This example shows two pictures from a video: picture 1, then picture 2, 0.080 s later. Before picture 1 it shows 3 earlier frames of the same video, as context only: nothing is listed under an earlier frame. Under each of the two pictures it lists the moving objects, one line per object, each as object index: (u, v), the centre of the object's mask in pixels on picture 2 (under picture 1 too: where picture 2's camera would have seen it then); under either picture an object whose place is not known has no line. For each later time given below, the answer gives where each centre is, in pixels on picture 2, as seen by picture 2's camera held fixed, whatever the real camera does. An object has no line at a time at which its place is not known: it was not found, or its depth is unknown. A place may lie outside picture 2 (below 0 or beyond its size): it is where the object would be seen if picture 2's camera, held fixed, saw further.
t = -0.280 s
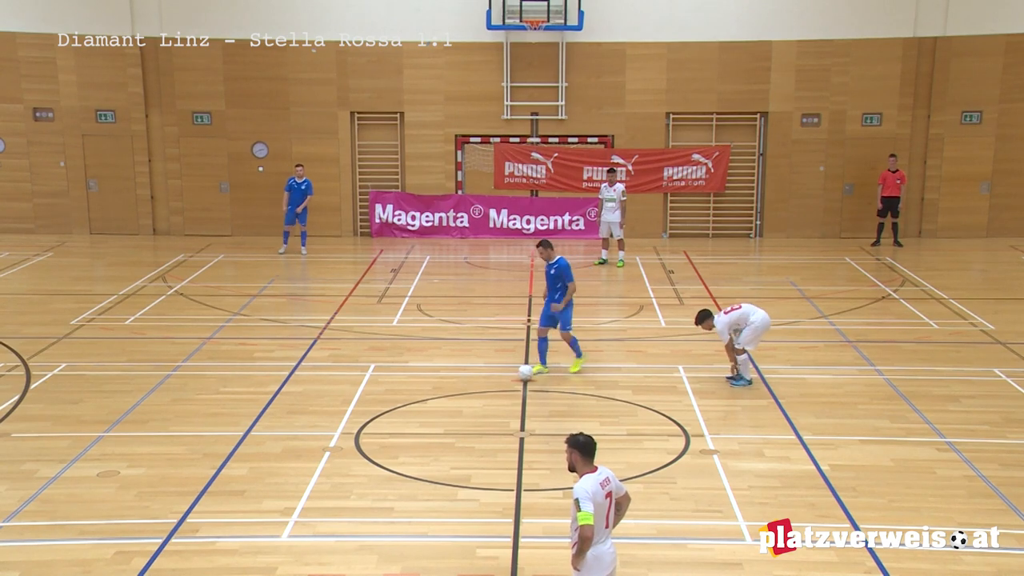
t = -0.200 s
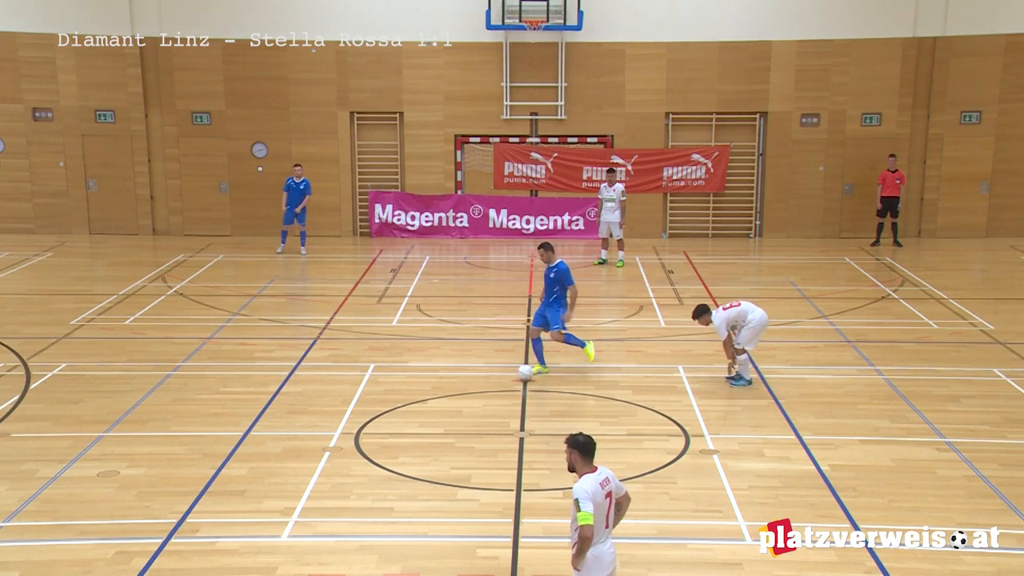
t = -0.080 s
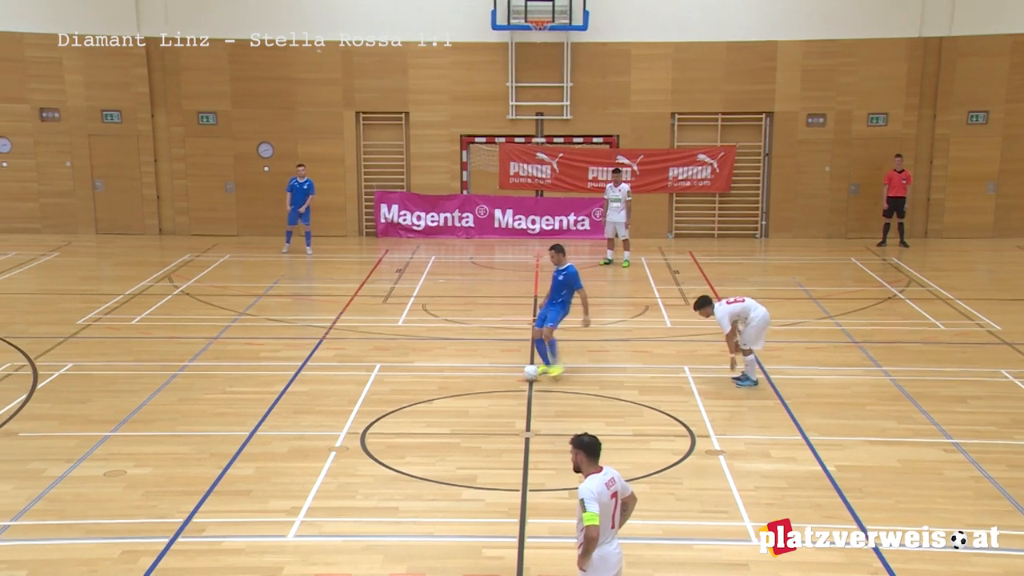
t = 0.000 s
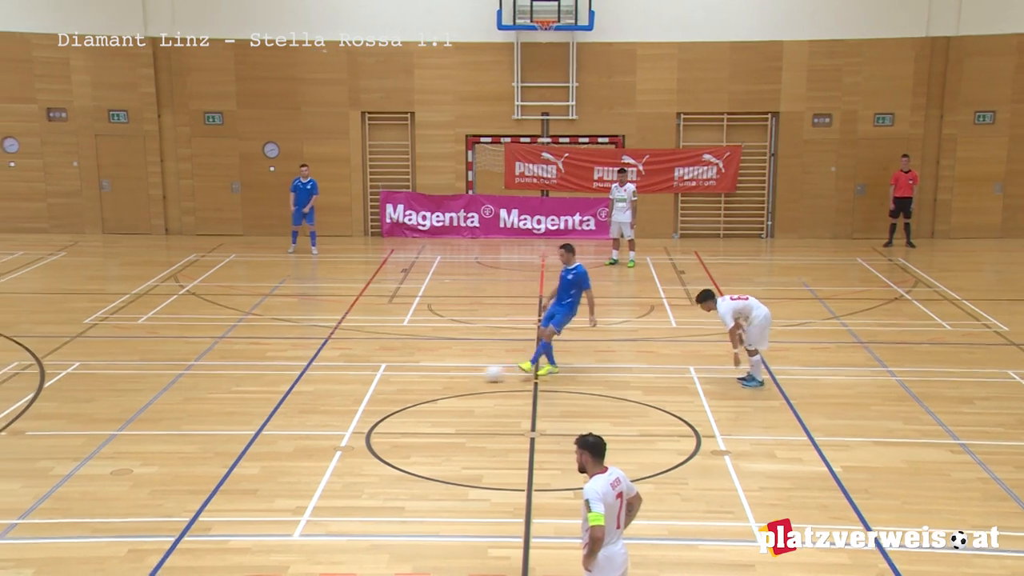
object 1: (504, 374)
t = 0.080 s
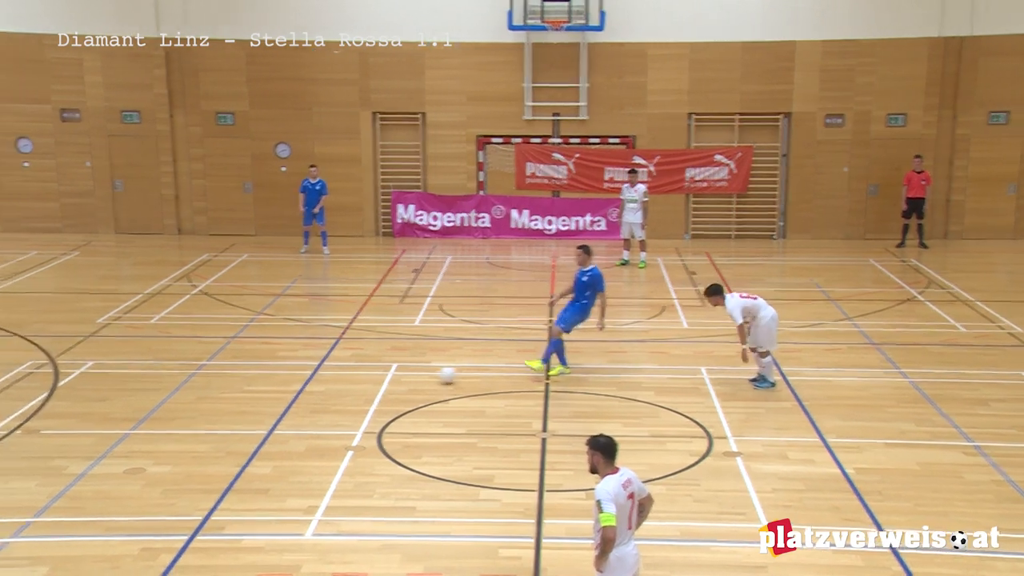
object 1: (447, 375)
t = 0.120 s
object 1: (420, 376)
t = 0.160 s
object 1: (393, 377)
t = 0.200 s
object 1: (366, 378)
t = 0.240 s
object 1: (341, 378)
